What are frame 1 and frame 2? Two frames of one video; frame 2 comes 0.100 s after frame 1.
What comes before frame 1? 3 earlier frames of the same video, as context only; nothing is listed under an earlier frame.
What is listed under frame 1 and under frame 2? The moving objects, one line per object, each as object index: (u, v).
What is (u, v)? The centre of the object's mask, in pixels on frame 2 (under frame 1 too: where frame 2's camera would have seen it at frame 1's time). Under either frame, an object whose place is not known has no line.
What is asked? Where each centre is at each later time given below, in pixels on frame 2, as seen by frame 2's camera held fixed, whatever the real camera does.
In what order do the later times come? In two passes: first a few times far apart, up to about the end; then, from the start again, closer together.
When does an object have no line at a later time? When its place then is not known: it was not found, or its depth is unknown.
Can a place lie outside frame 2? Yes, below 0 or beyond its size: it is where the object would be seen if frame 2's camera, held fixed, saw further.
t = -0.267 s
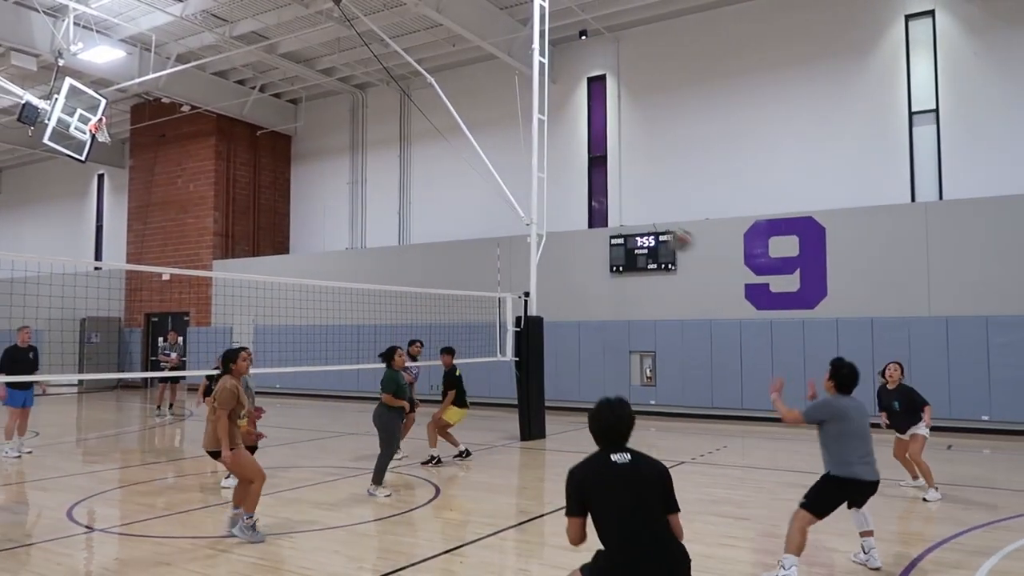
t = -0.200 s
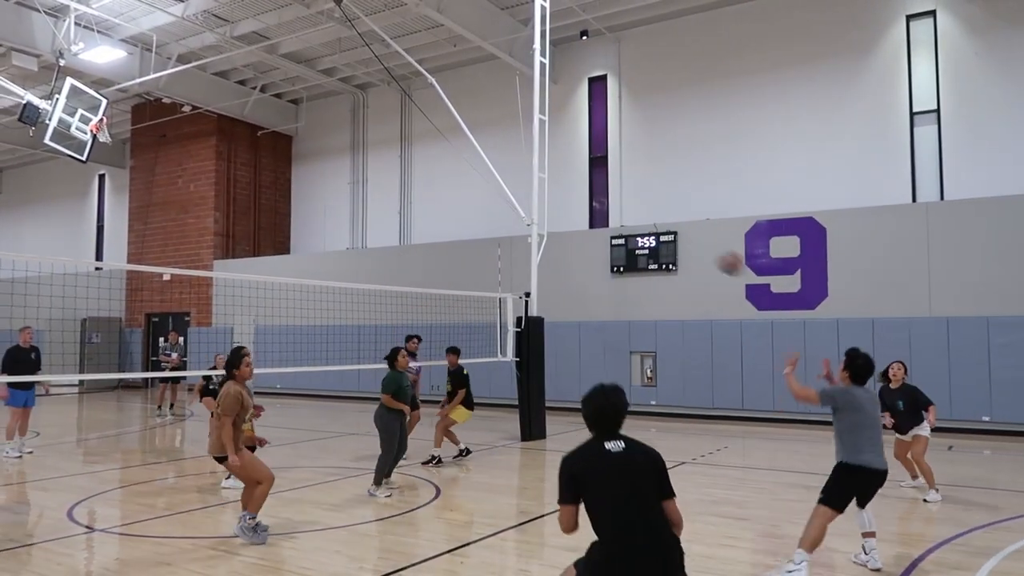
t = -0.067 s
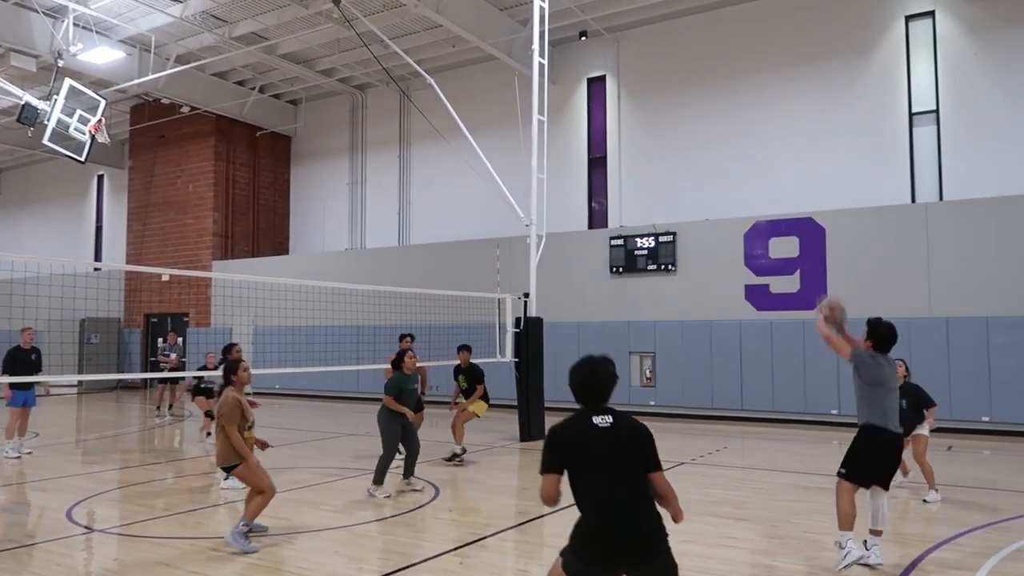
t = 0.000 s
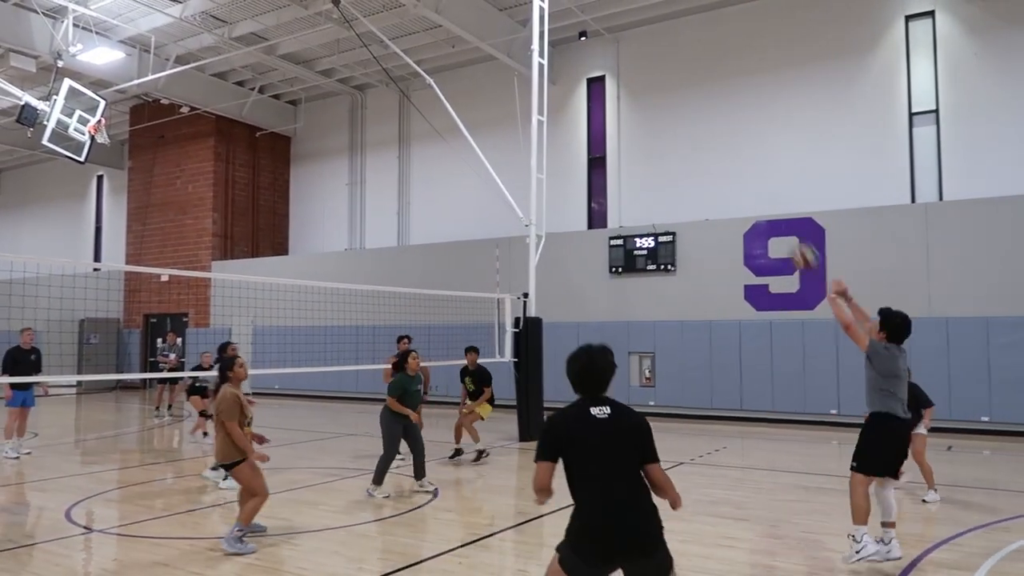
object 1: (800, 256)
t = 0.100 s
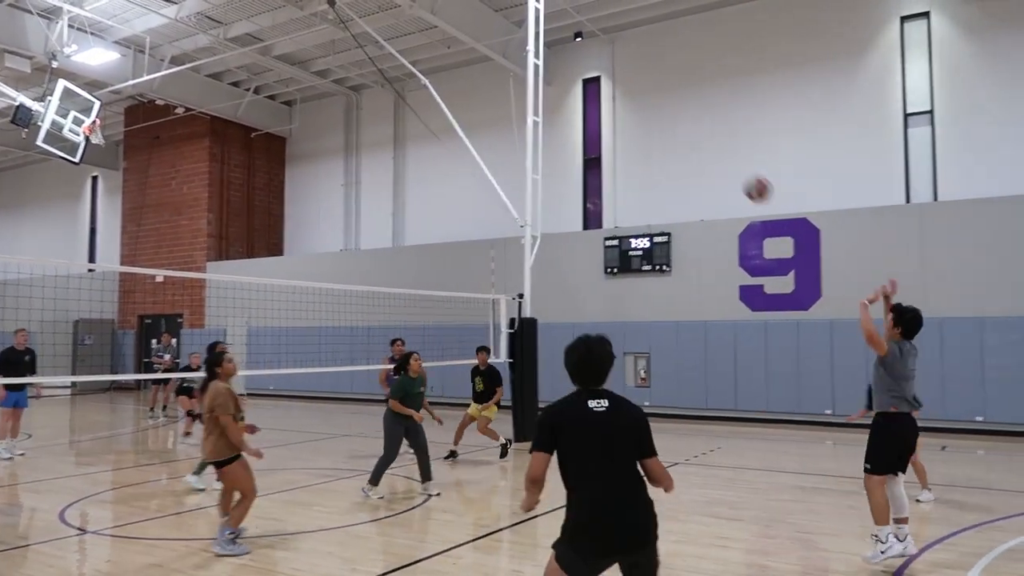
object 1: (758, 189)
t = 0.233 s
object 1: (709, 124)
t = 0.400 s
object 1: (654, 78)
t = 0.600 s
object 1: (596, 66)
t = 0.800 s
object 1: (543, 94)
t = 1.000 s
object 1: (499, 160)
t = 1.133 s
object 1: (472, 221)
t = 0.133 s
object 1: (745, 171)
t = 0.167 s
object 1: (733, 154)
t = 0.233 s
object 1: (709, 124)
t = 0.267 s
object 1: (697, 112)
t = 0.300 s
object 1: (686, 101)
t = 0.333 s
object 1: (675, 92)
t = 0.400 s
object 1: (654, 78)
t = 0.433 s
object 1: (644, 73)
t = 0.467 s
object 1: (634, 69)
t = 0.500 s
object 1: (625, 66)
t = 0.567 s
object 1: (606, 65)
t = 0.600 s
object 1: (596, 66)
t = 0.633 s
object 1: (587, 69)
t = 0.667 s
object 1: (578, 71)
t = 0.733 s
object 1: (560, 81)
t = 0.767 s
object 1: (552, 87)
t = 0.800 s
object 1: (543, 94)
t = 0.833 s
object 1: (534, 103)
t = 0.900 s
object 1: (520, 123)
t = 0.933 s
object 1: (513, 135)
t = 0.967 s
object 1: (506, 148)
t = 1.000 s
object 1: (499, 160)
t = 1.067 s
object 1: (485, 189)
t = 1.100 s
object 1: (479, 205)
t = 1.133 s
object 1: (472, 221)
